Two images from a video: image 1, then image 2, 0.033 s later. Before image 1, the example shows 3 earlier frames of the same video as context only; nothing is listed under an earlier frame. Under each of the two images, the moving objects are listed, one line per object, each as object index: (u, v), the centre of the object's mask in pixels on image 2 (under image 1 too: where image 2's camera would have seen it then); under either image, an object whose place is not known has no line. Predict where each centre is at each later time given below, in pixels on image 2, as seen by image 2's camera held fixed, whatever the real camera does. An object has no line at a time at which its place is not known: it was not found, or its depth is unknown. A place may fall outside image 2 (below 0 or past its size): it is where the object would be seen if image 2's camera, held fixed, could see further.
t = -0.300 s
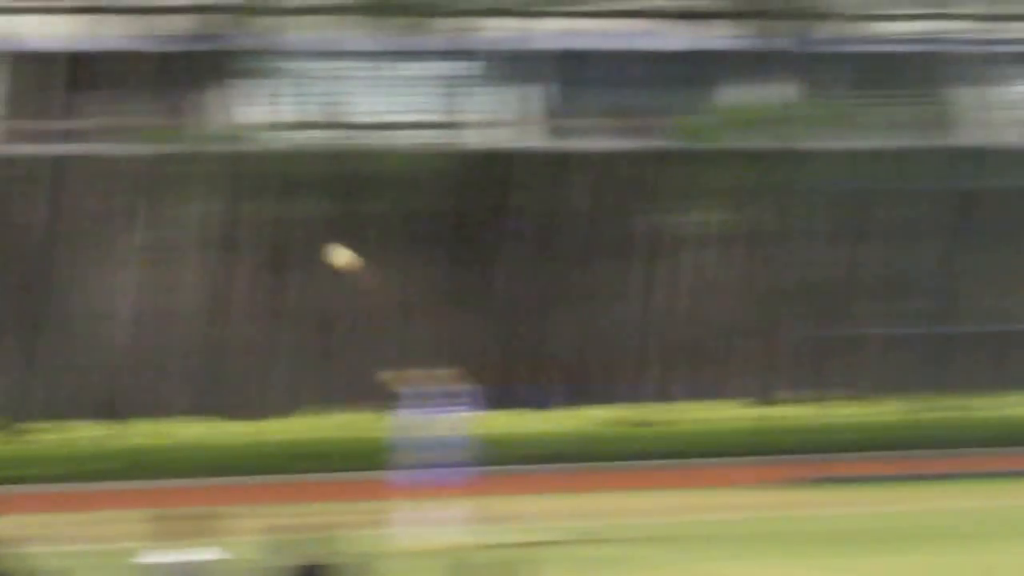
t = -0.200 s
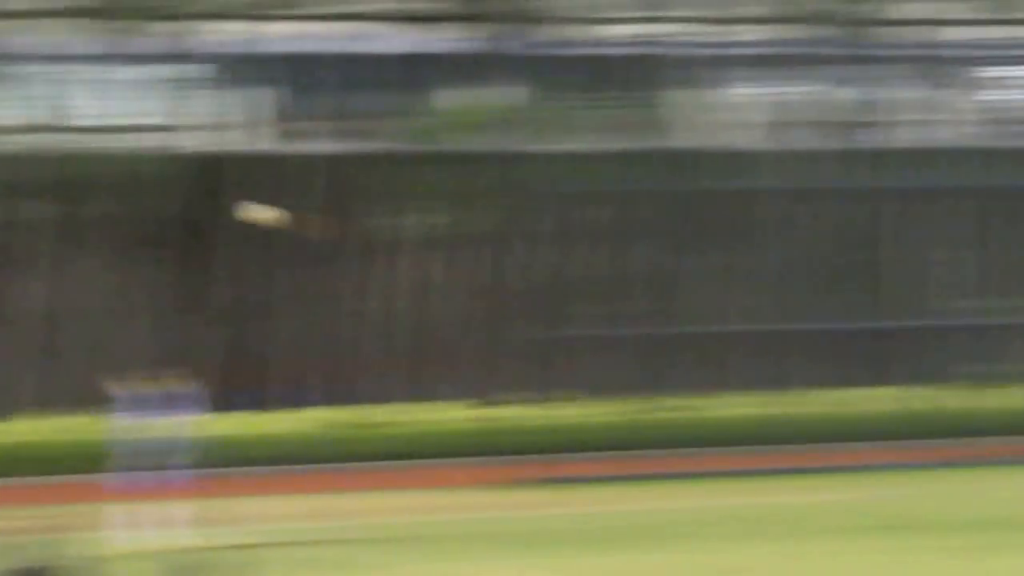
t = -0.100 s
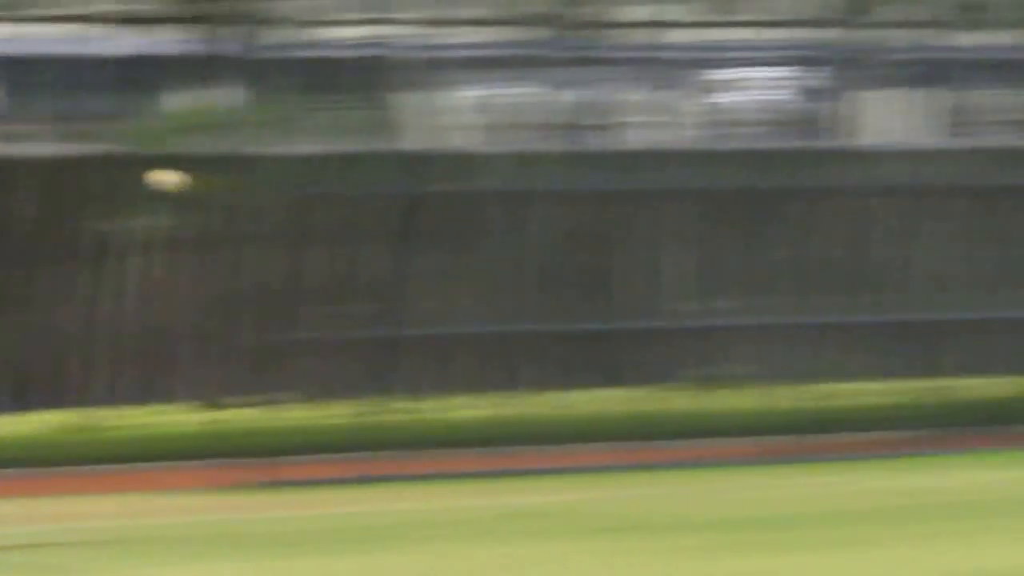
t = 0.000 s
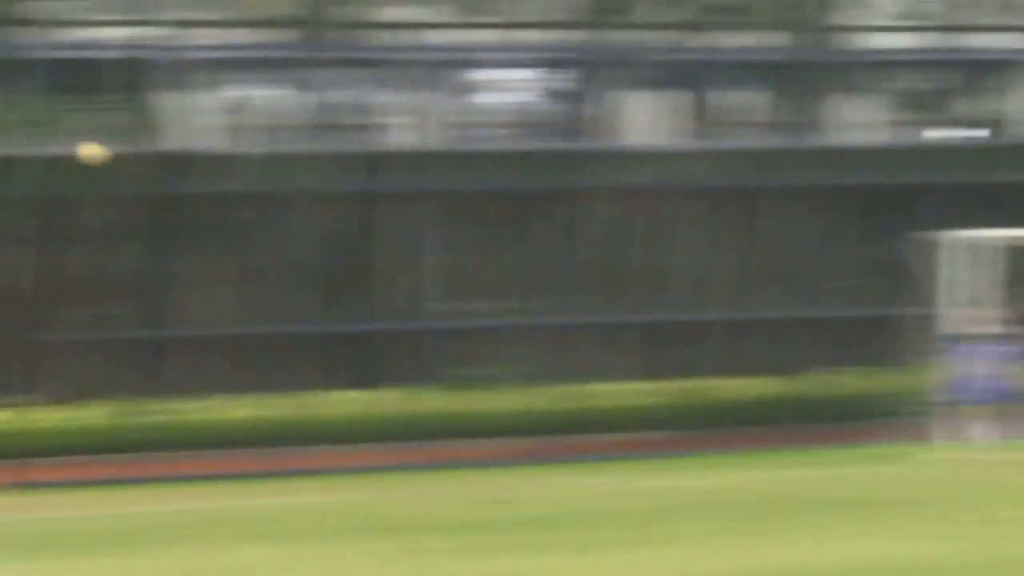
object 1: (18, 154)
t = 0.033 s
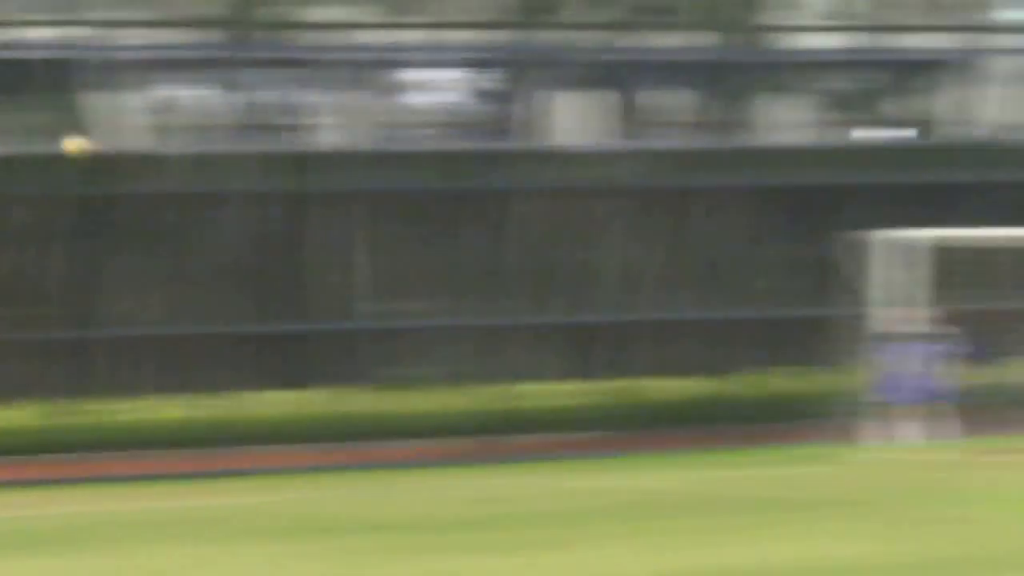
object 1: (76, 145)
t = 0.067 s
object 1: (130, 138)
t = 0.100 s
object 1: (182, 133)
